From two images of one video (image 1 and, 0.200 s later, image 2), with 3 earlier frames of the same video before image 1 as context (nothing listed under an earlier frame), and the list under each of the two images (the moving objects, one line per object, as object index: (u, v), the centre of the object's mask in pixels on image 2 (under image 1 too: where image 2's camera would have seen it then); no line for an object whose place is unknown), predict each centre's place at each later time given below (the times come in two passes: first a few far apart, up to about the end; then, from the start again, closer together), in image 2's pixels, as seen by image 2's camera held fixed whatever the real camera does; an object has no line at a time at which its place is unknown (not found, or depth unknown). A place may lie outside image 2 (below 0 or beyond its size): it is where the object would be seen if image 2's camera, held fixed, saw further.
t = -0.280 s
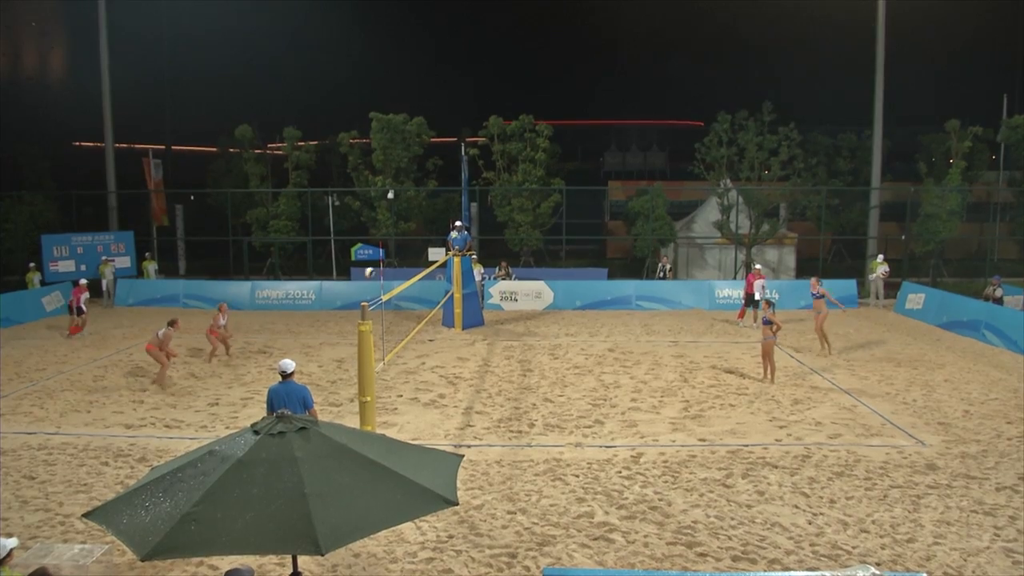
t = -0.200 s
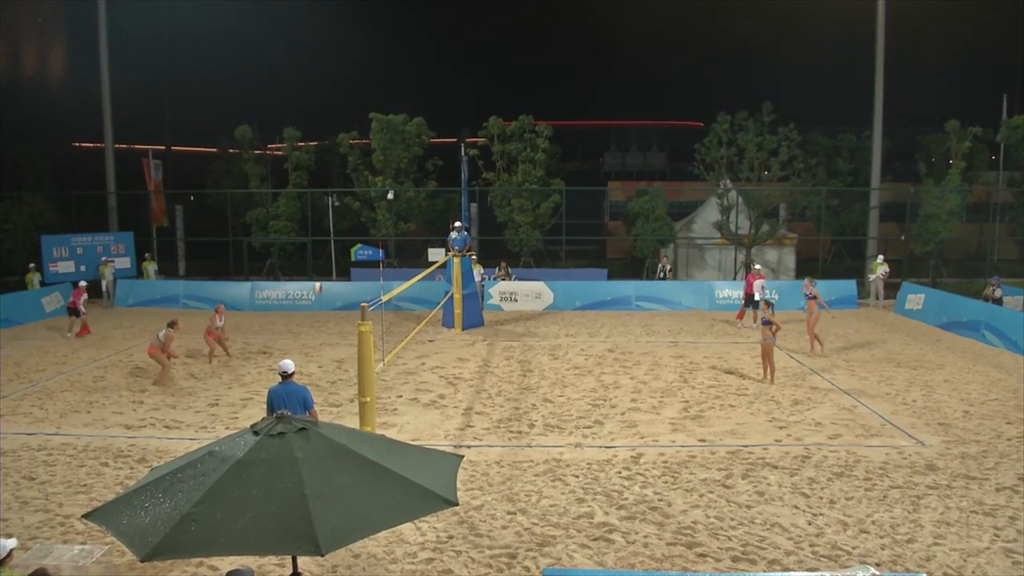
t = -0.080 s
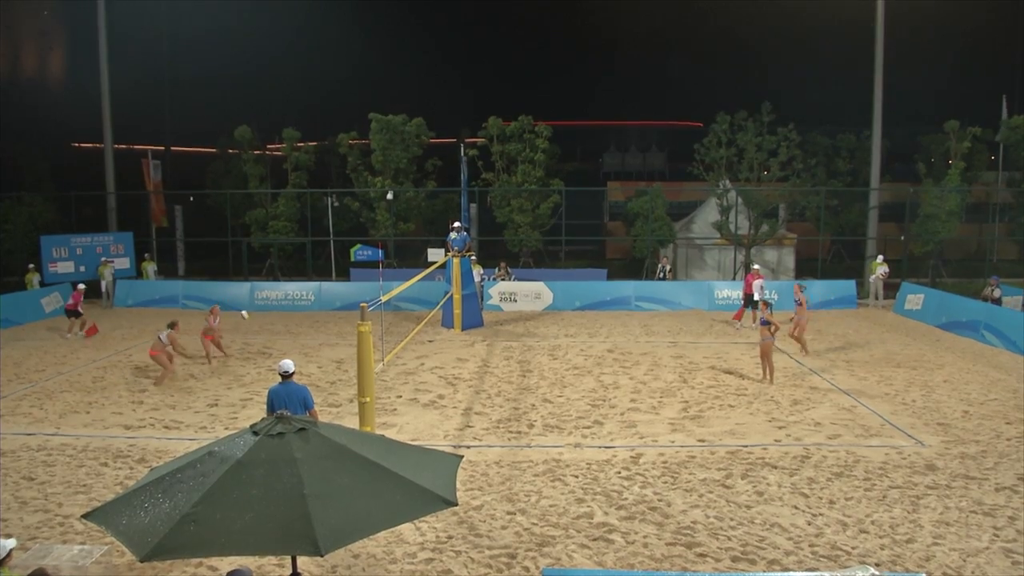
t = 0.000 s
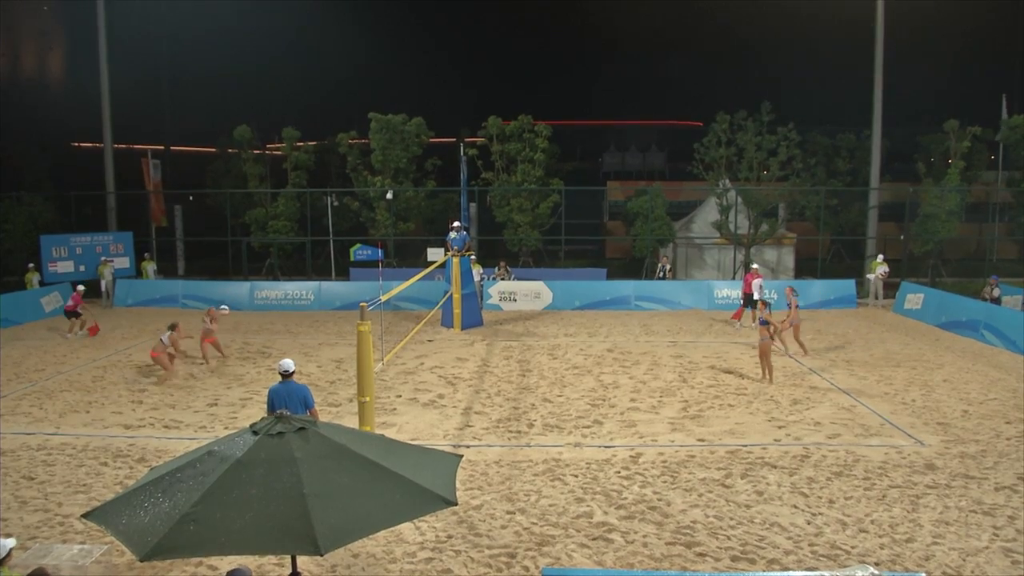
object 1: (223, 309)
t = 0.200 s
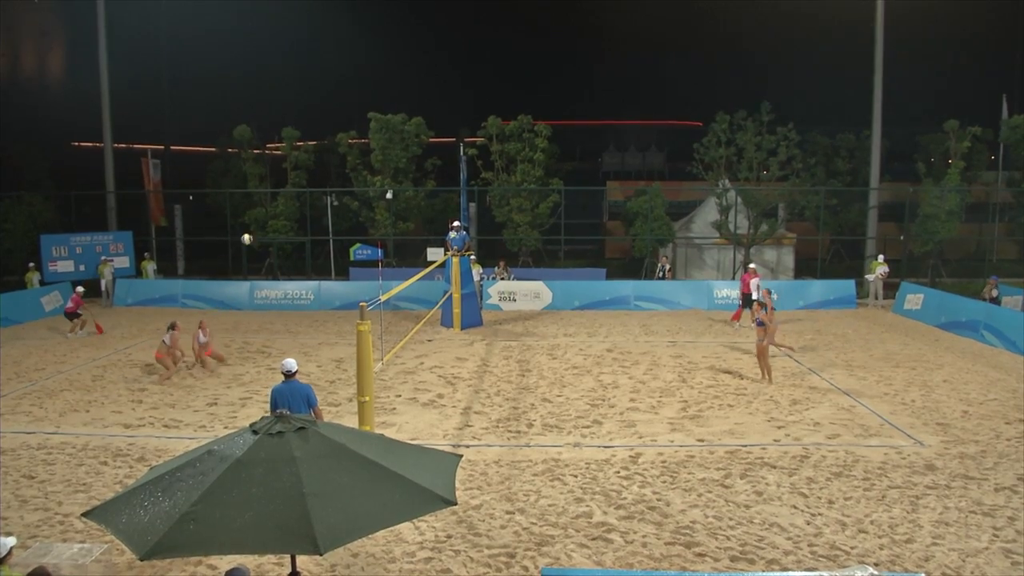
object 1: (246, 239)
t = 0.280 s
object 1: (256, 215)
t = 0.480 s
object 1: (282, 169)
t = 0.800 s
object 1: (326, 133)
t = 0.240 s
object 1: (251, 227)
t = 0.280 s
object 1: (256, 215)
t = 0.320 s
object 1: (261, 204)
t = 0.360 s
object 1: (266, 195)
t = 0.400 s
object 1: (271, 185)
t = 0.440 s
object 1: (277, 177)
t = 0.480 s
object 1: (282, 169)
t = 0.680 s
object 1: (309, 140)
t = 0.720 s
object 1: (314, 137)
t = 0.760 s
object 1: (320, 135)
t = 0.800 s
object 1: (326, 133)
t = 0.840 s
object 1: (332, 131)
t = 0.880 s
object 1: (337, 131)
